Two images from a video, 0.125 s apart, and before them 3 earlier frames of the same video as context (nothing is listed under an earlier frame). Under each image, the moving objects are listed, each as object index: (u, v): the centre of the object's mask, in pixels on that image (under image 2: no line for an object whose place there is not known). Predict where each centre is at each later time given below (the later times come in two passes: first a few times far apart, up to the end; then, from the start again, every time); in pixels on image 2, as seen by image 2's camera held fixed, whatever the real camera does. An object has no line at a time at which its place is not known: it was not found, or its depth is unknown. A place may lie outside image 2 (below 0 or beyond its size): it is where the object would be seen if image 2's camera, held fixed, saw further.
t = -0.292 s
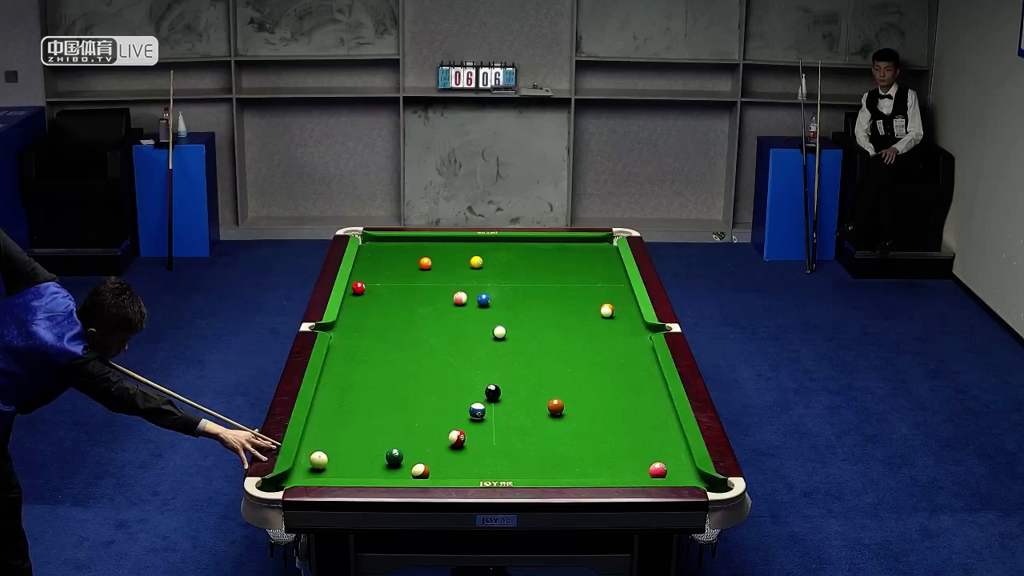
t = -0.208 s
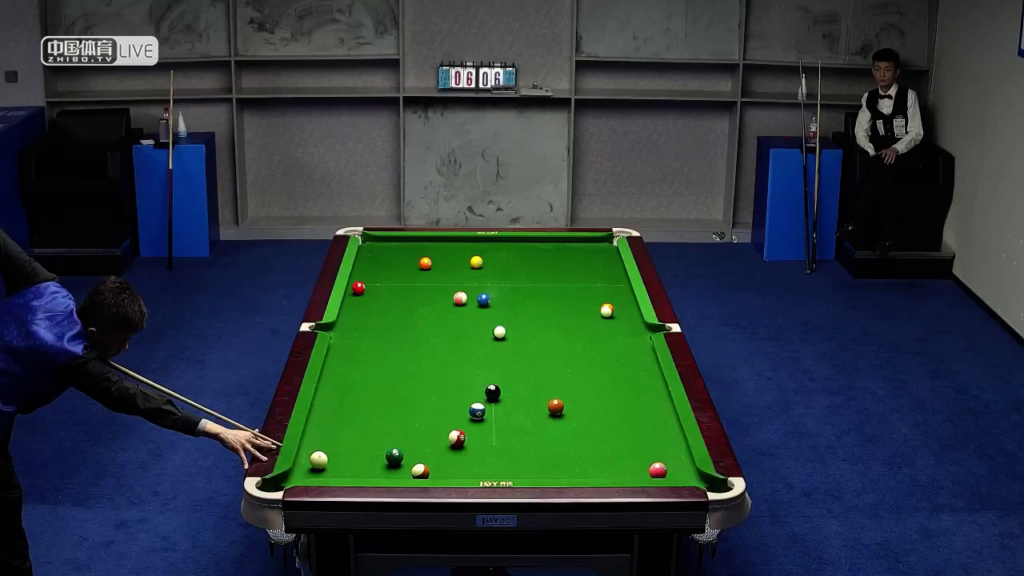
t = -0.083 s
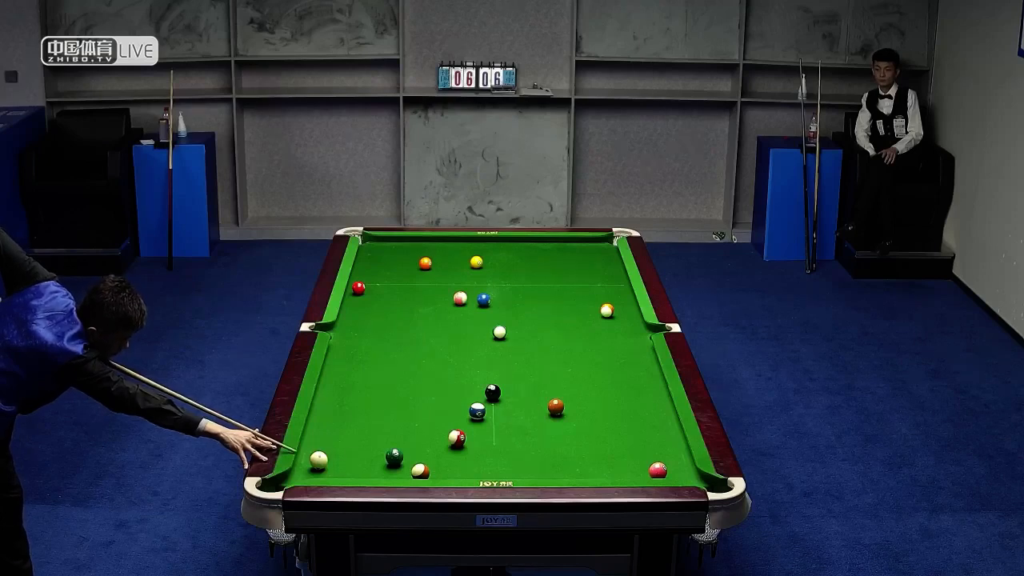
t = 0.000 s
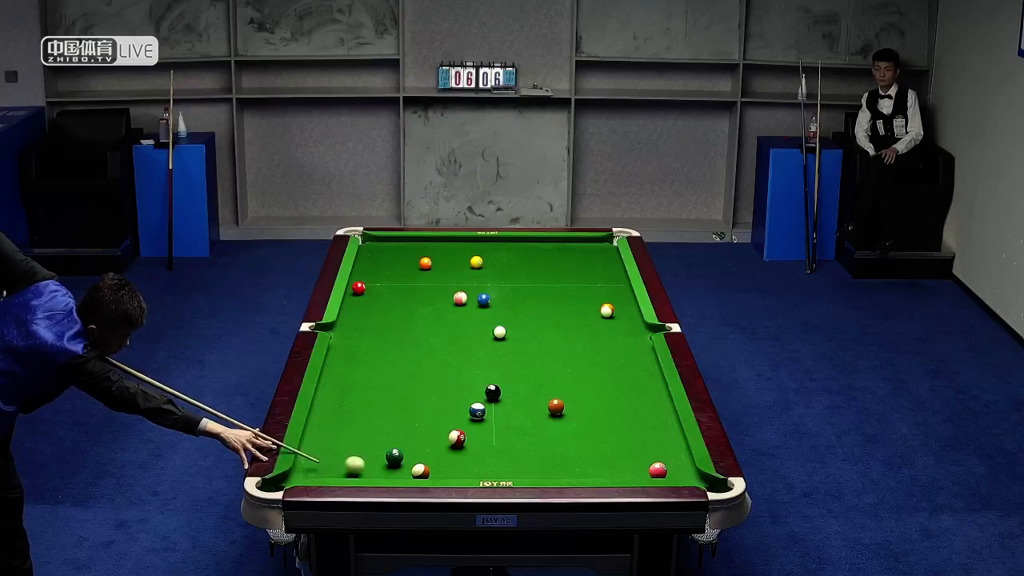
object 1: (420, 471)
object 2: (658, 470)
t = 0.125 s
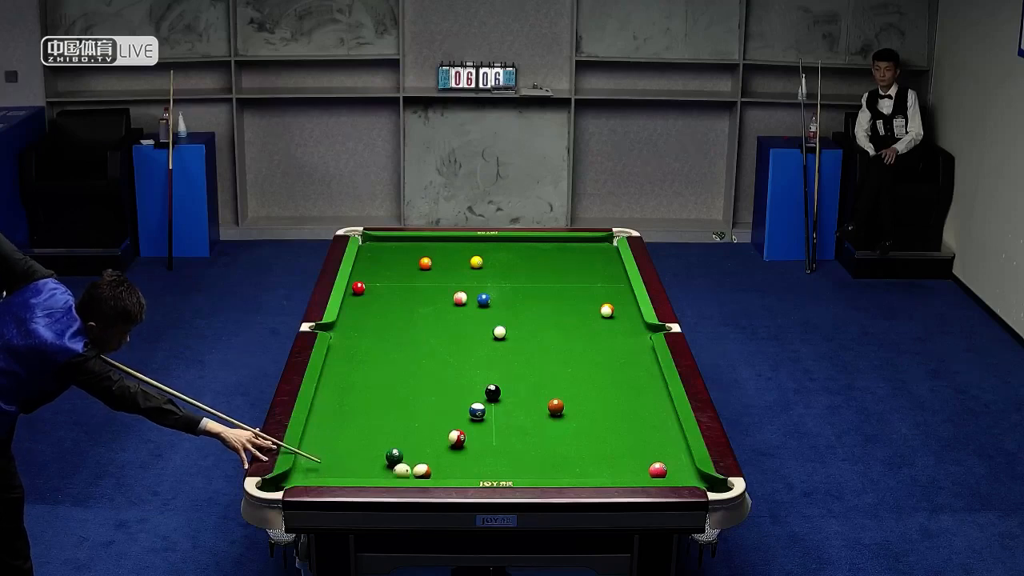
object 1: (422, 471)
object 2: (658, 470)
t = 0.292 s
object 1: (477, 473)
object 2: (658, 470)
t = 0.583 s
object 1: (550, 473)
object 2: (658, 470)
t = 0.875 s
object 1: (622, 474)
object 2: (658, 470)
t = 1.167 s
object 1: (665, 471)
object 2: (678, 463)
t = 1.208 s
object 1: (669, 470)
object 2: (681, 461)
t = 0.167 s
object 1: (437, 471)
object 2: (658, 470)
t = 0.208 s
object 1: (451, 472)
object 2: (658, 470)
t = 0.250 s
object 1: (465, 472)
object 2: (658, 470)
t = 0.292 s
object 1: (477, 473)
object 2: (658, 470)
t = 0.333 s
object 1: (487, 472)
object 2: (658, 470)
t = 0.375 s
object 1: (498, 473)
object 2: (658, 470)
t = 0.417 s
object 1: (508, 473)
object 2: (658, 470)
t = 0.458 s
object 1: (518, 473)
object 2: (658, 470)
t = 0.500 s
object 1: (531, 473)
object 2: (658, 470)
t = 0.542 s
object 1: (540, 473)
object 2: (658, 470)
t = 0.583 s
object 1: (550, 473)
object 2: (658, 470)
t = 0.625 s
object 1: (562, 474)
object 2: (658, 470)
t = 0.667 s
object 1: (572, 474)
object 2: (658, 470)
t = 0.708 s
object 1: (582, 474)
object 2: (658, 470)
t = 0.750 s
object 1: (594, 474)
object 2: (658, 470)
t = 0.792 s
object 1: (601, 474)
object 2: (658, 470)
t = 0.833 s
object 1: (612, 474)
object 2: (658, 470)
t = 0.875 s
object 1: (622, 474)
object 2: (658, 470)
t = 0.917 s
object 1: (631, 474)
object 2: (658, 470)
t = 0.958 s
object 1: (641, 473)
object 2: (658, 470)
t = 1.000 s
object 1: (651, 473)
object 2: (665, 468)
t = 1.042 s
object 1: (654, 473)
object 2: (668, 467)
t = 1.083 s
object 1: (658, 472)
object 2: (672, 467)
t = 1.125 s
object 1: (662, 472)
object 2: (675, 463)
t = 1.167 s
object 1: (665, 471)
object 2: (678, 463)
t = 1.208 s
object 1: (669, 470)
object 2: (681, 461)
